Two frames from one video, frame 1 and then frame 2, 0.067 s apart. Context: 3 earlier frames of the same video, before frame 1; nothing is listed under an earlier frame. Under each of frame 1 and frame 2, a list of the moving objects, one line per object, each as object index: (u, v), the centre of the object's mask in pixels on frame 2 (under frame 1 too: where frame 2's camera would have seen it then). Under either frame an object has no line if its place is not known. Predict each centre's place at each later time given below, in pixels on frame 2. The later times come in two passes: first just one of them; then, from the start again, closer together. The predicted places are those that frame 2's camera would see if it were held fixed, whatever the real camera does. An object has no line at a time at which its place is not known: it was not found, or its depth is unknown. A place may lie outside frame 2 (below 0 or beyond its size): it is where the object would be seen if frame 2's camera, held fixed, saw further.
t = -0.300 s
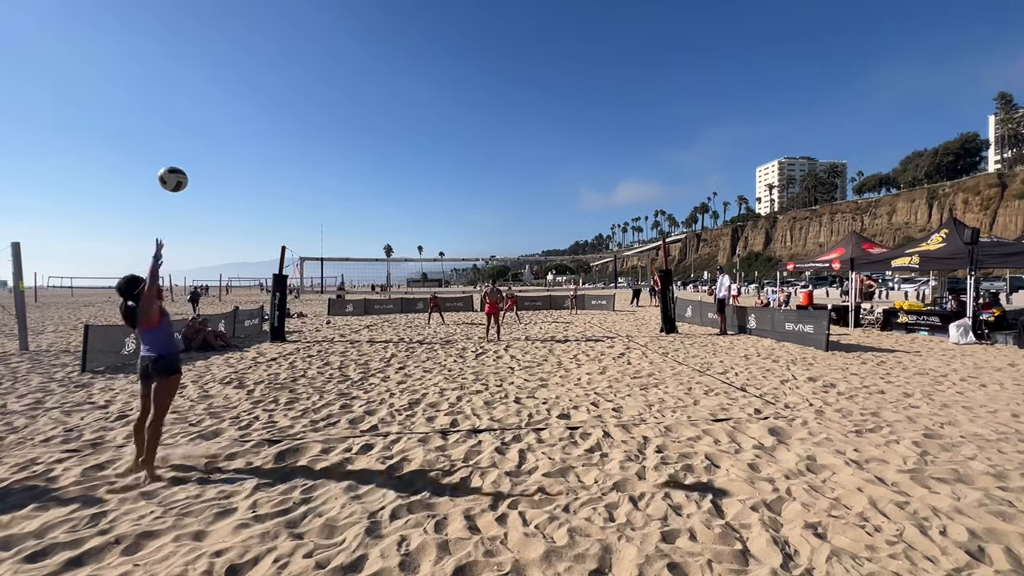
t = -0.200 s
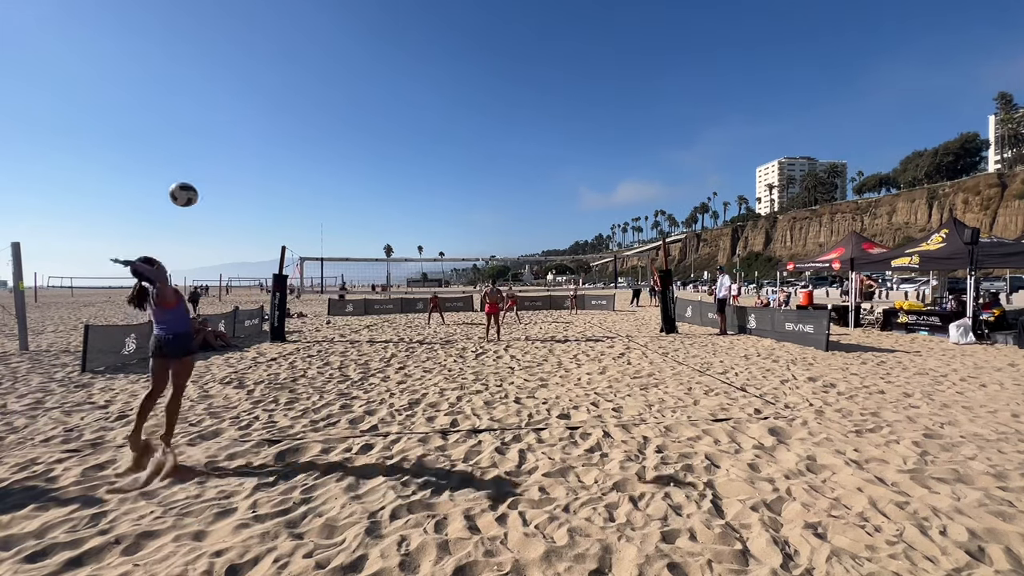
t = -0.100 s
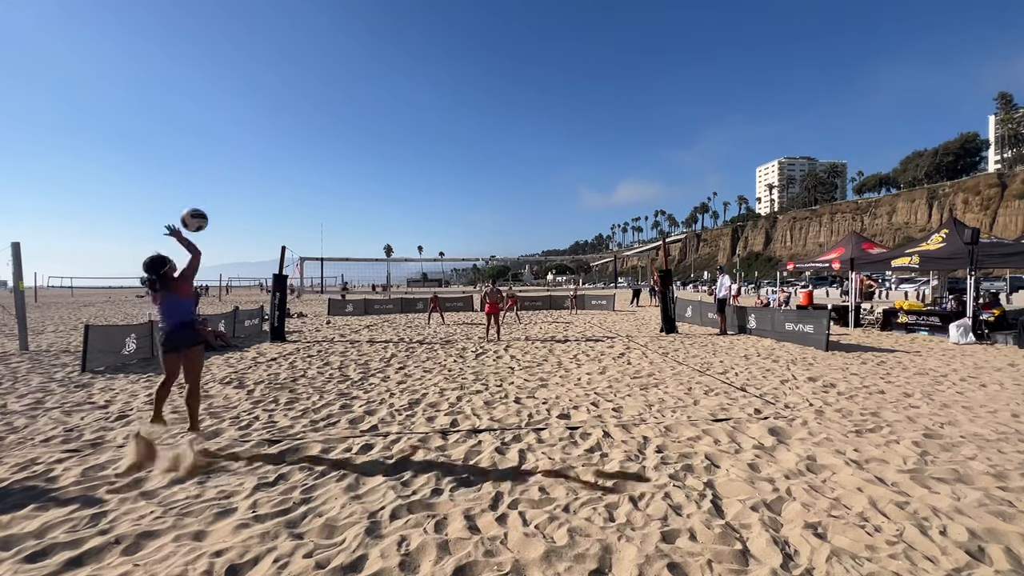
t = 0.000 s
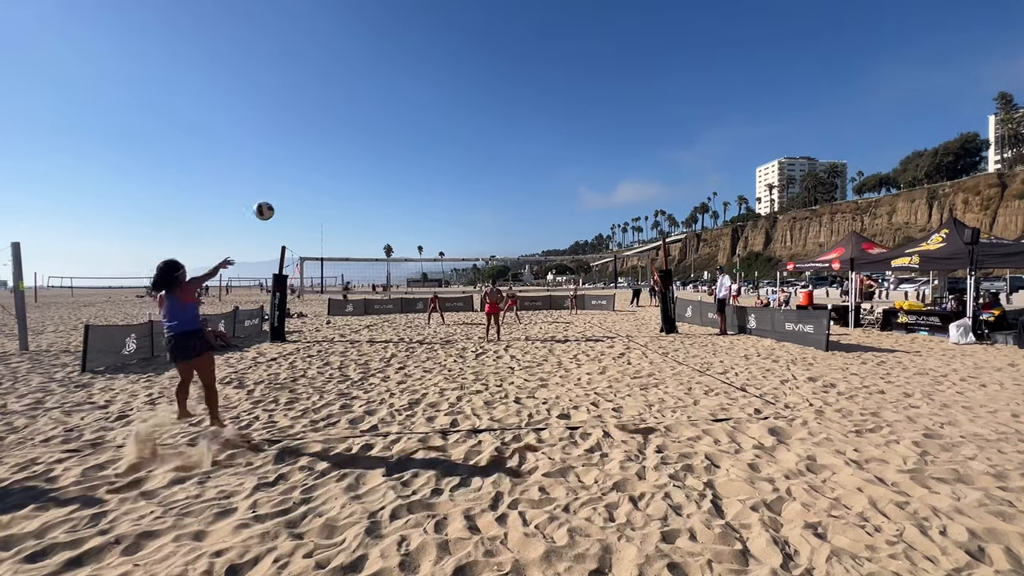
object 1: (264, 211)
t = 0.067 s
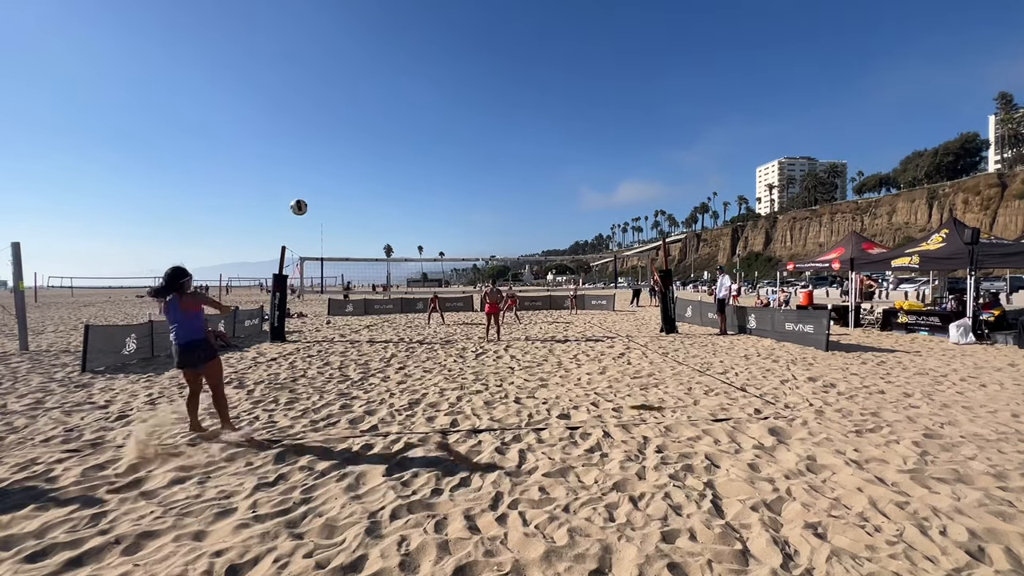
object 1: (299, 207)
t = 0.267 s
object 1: (356, 216)
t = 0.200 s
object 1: (342, 211)
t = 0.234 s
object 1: (350, 213)
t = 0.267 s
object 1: (356, 216)
